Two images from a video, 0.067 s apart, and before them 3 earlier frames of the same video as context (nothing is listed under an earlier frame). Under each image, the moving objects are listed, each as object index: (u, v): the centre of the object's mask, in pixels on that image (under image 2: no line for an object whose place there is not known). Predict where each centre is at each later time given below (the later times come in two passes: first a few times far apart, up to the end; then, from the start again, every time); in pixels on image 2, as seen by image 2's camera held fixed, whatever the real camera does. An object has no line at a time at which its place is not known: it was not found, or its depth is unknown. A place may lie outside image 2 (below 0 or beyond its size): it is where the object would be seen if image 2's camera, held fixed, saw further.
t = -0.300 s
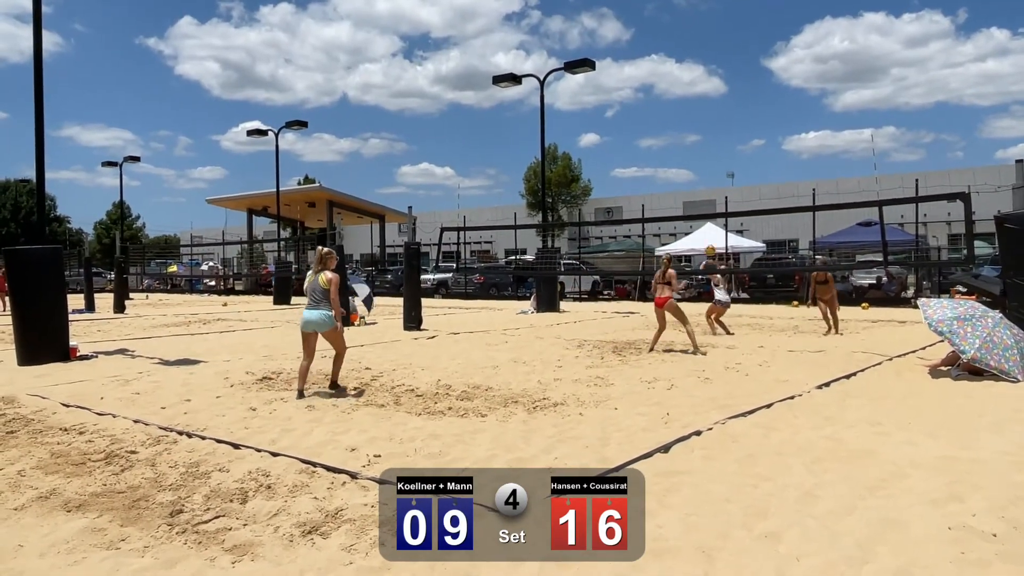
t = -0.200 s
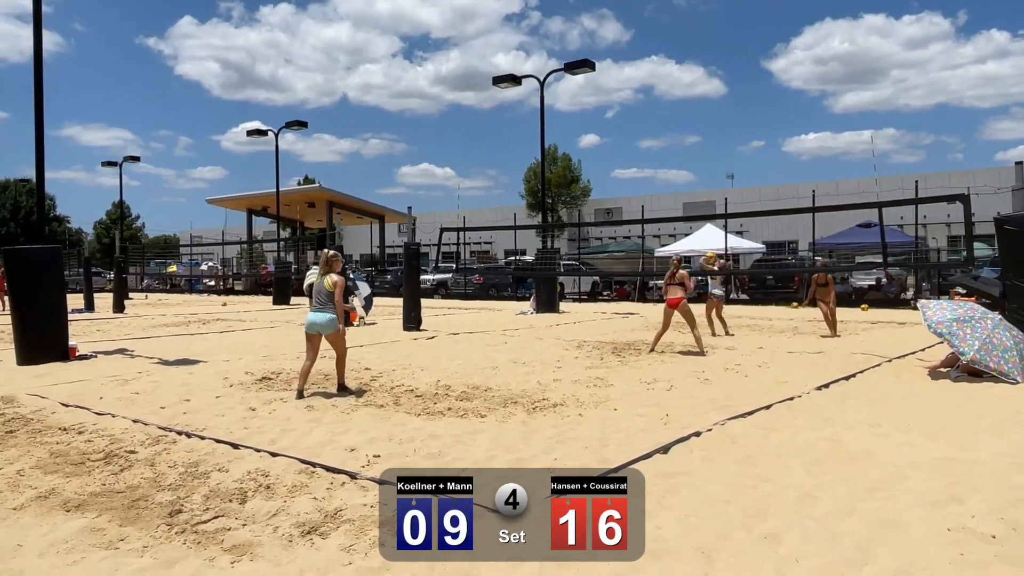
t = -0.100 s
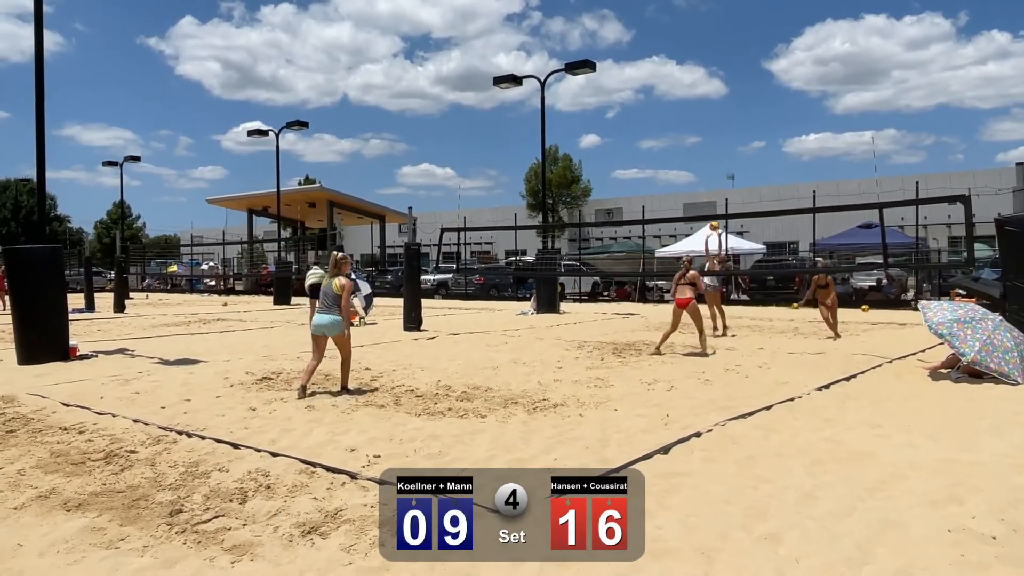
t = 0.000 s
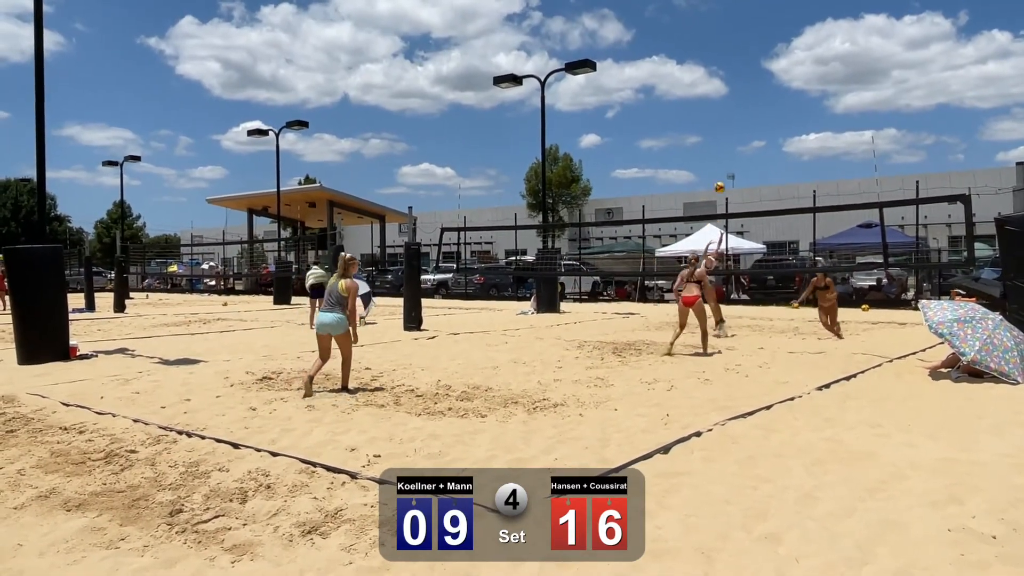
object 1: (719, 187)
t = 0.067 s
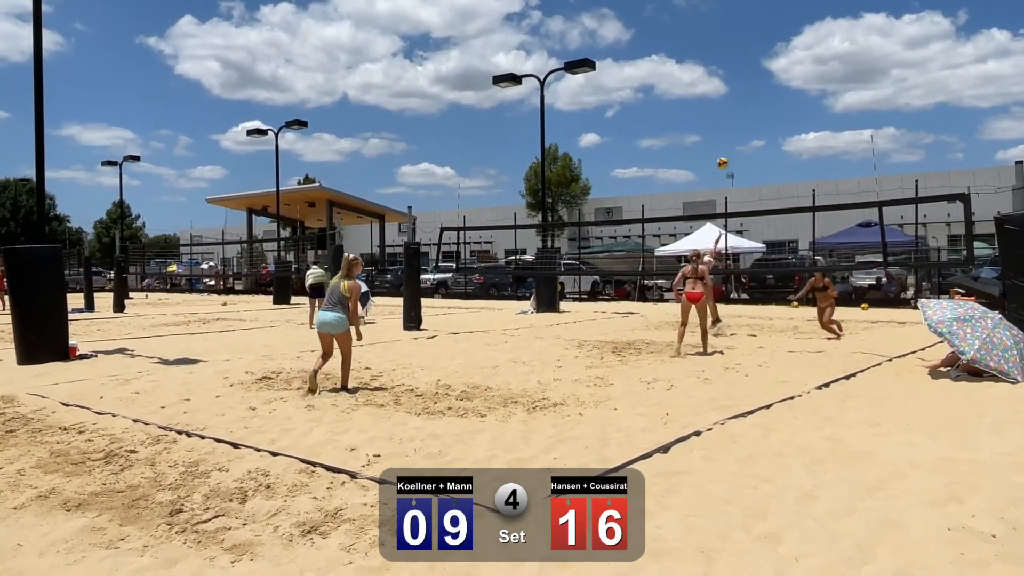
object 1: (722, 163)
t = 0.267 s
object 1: (734, 105)
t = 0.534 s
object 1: (749, 57)
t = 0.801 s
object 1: (766, 48)
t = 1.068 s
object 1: (785, 80)
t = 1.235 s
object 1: (799, 121)
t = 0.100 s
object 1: (724, 152)
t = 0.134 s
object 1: (726, 141)
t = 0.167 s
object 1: (728, 131)
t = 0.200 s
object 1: (729, 122)
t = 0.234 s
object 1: (732, 113)
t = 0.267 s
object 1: (734, 105)
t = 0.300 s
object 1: (736, 97)
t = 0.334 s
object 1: (738, 90)
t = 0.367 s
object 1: (739, 83)
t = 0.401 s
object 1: (741, 77)
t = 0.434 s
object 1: (743, 71)
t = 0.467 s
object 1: (745, 66)
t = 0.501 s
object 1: (747, 62)
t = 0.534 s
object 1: (749, 57)
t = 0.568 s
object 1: (751, 55)
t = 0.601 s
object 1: (753, 52)
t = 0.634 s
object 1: (755, 50)
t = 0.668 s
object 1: (757, 48)
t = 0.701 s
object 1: (759, 47)
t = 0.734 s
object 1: (761, 47)
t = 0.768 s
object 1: (764, 47)
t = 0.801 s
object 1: (766, 48)
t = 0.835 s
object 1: (768, 49)
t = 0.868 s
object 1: (770, 51)
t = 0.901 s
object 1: (773, 55)
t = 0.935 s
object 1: (775, 58)
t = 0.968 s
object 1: (777, 63)
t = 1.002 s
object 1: (780, 68)
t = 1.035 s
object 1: (783, 74)
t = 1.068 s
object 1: (785, 80)
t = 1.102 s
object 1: (788, 86)
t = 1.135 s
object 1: (791, 94)
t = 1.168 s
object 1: (793, 102)
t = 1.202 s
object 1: (796, 111)
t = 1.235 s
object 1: (799, 121)
